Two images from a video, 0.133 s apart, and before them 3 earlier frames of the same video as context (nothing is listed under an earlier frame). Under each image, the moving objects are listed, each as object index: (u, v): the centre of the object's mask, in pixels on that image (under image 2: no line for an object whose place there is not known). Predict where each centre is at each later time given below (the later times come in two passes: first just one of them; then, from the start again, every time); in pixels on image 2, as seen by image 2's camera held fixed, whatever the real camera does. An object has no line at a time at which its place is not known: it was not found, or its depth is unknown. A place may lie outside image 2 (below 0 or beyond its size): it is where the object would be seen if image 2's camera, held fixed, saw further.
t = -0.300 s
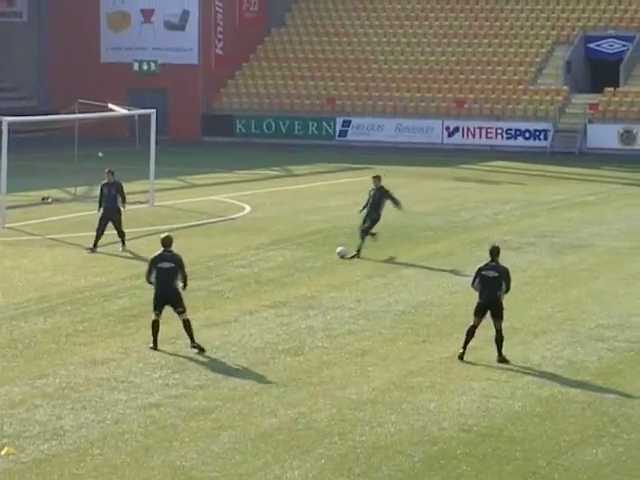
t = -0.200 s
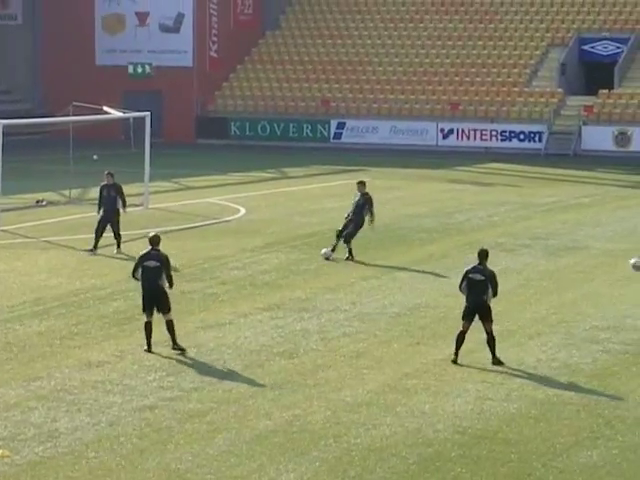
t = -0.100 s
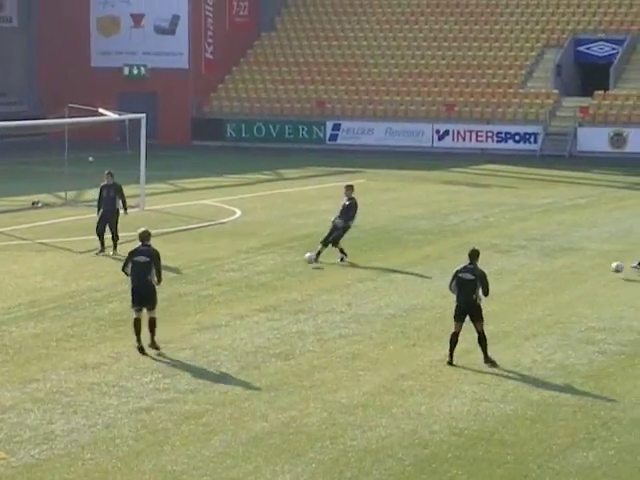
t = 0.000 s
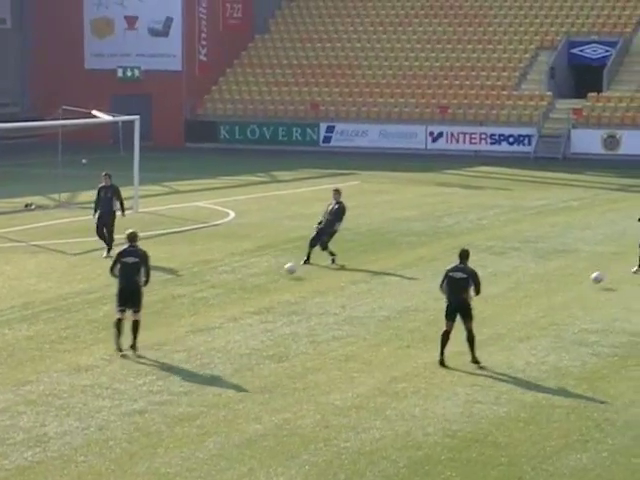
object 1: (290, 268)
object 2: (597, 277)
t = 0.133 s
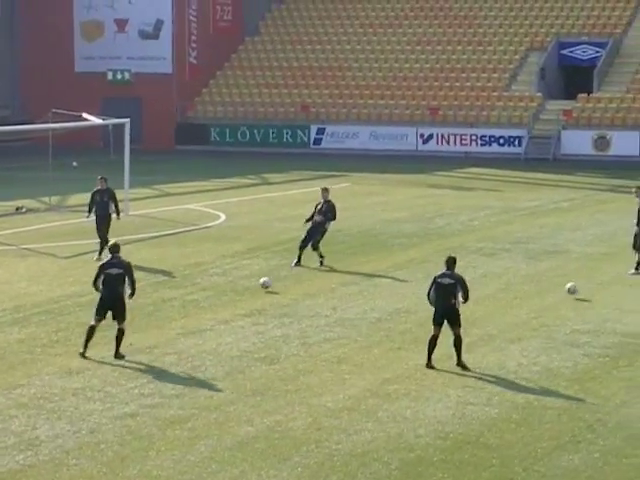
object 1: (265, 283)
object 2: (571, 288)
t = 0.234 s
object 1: (253, 291)
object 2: (559, 293)
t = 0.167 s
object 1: (261, 285)
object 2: (567, 289)
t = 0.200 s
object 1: (257, 287)
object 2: (563, 291)
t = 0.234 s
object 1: (253, 291)
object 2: (559, 293)
